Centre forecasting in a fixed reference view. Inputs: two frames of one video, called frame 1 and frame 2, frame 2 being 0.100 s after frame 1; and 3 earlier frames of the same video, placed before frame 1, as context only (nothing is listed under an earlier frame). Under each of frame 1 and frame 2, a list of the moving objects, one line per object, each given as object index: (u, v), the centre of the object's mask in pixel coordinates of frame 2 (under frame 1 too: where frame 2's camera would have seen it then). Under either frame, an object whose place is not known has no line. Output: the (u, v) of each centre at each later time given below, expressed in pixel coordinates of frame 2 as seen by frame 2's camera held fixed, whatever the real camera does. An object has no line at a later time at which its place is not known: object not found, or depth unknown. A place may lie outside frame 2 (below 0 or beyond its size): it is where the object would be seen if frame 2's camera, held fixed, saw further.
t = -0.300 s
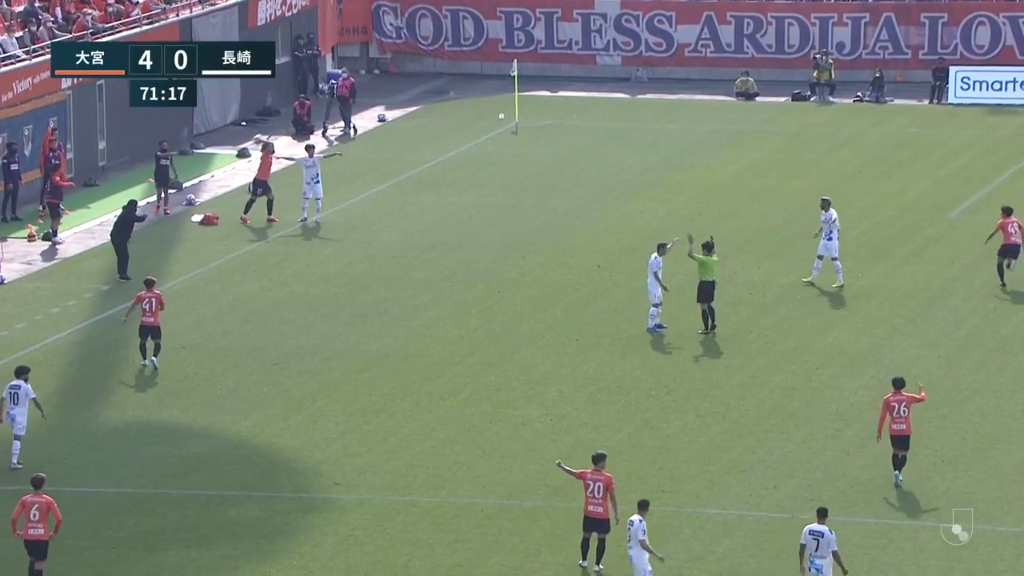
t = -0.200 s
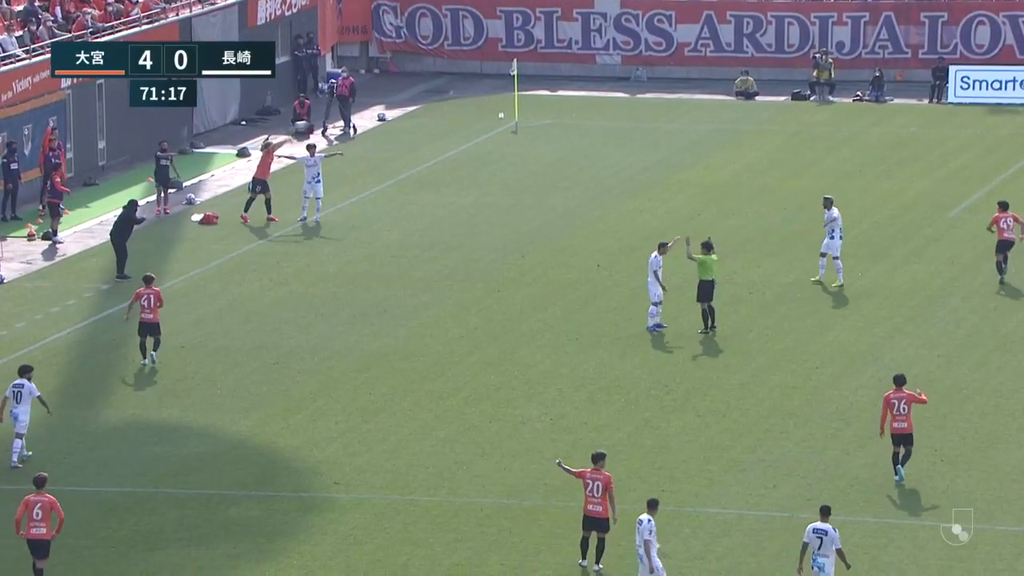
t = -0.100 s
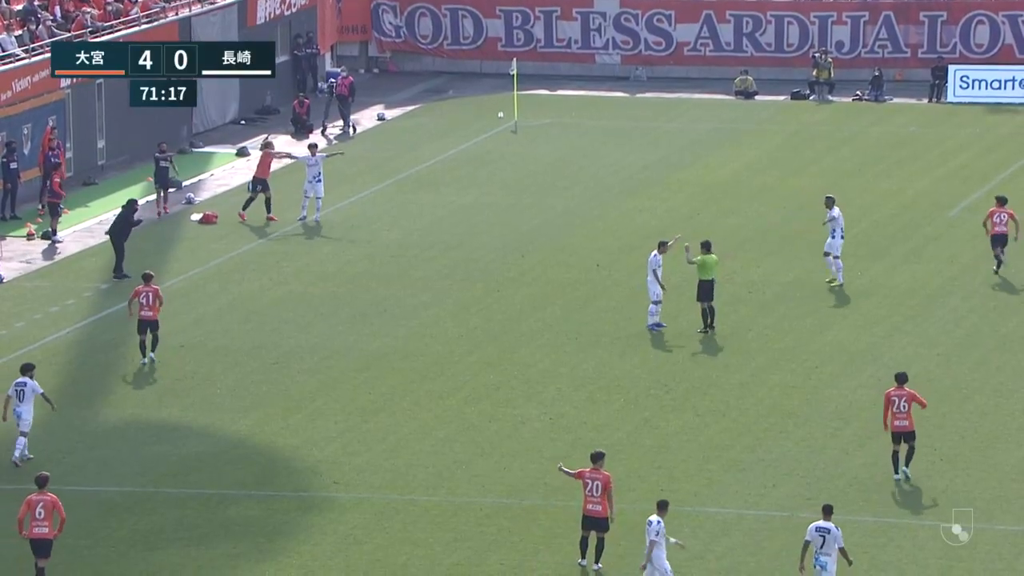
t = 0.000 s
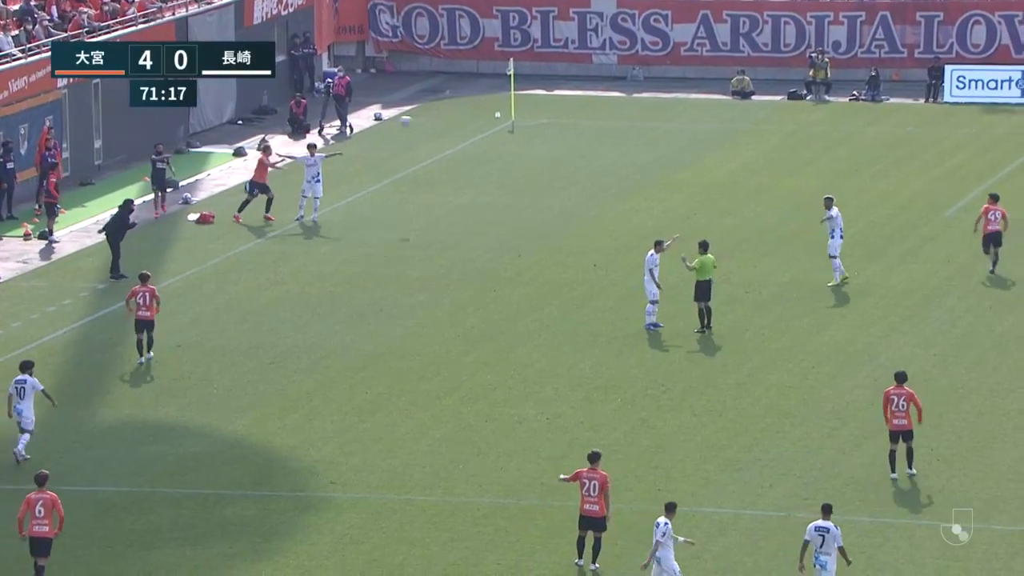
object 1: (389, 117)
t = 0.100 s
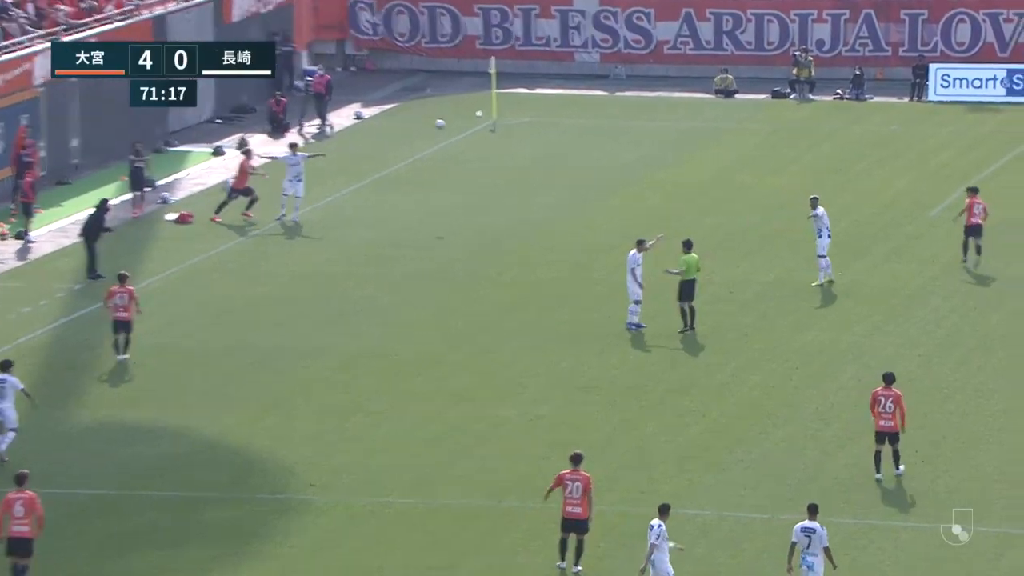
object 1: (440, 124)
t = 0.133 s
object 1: (455, 127)
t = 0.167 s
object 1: (470, 129)
